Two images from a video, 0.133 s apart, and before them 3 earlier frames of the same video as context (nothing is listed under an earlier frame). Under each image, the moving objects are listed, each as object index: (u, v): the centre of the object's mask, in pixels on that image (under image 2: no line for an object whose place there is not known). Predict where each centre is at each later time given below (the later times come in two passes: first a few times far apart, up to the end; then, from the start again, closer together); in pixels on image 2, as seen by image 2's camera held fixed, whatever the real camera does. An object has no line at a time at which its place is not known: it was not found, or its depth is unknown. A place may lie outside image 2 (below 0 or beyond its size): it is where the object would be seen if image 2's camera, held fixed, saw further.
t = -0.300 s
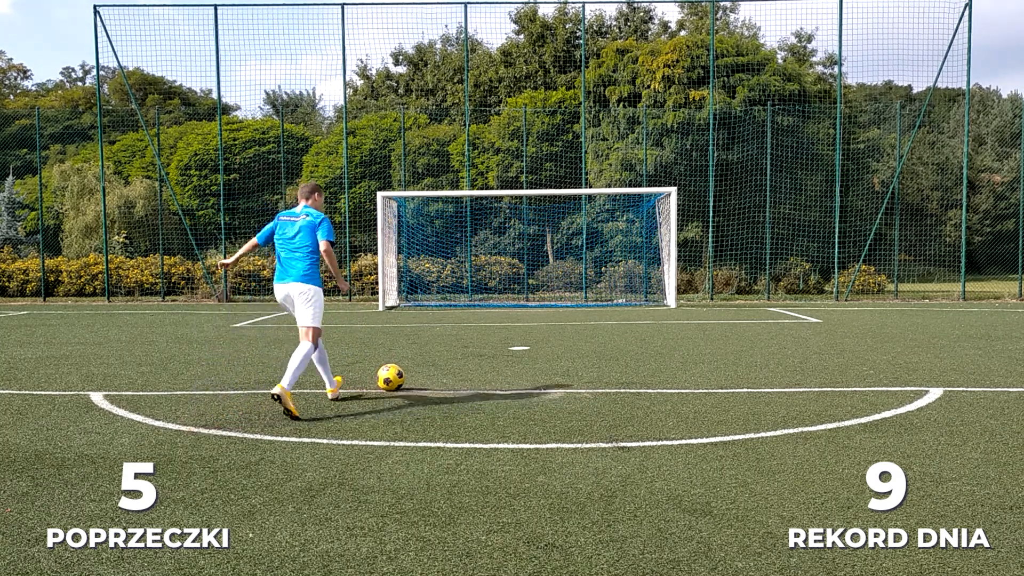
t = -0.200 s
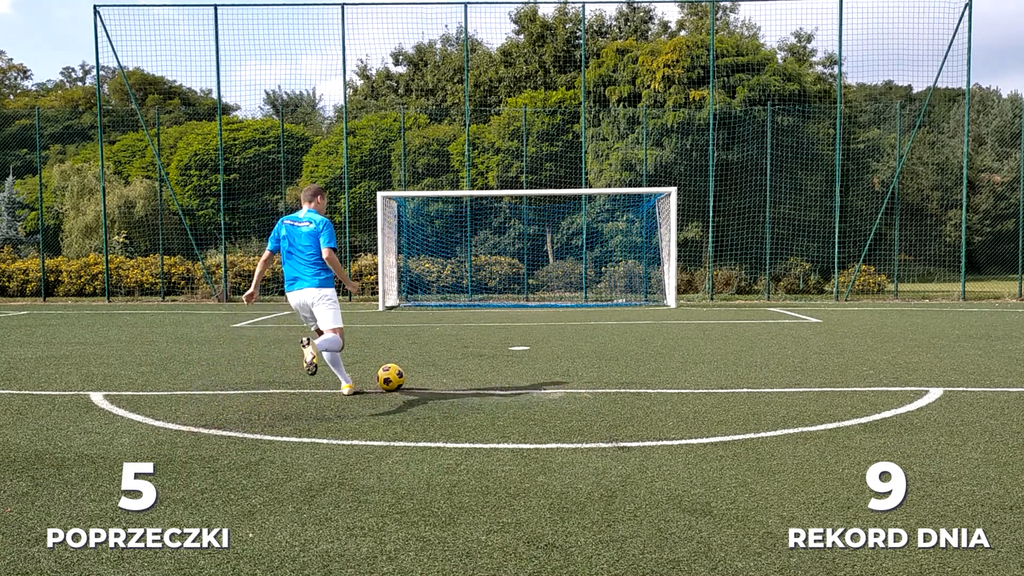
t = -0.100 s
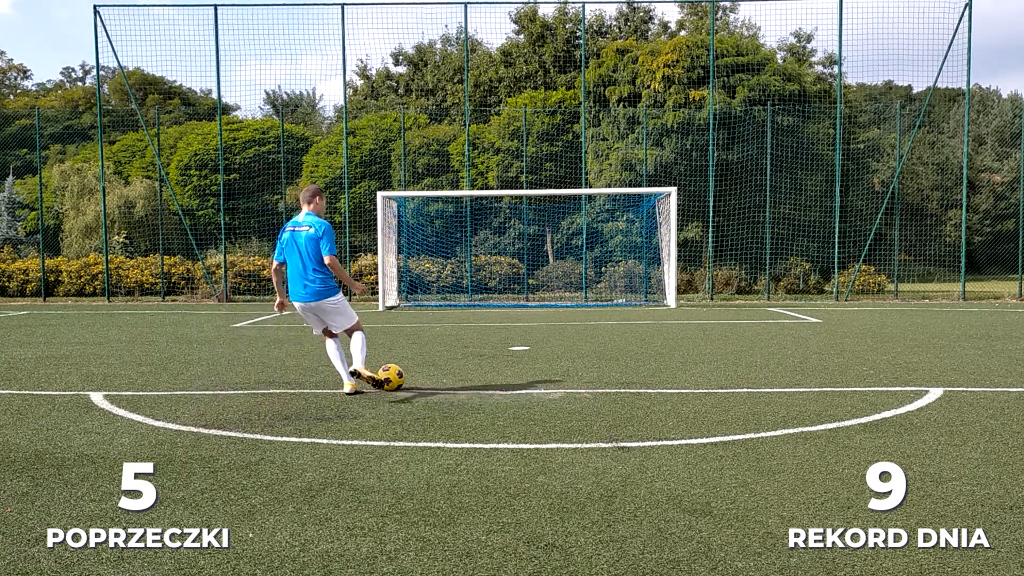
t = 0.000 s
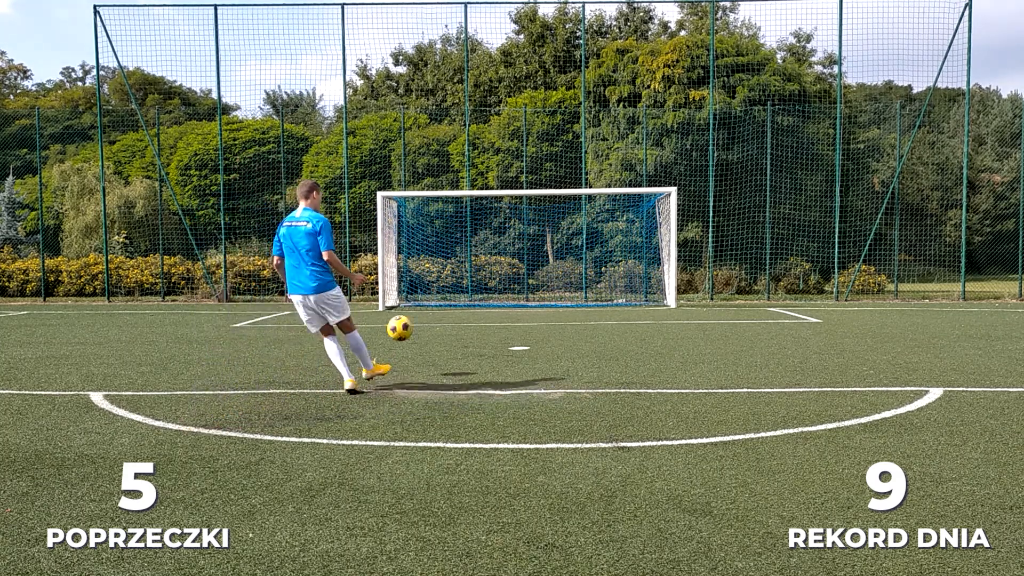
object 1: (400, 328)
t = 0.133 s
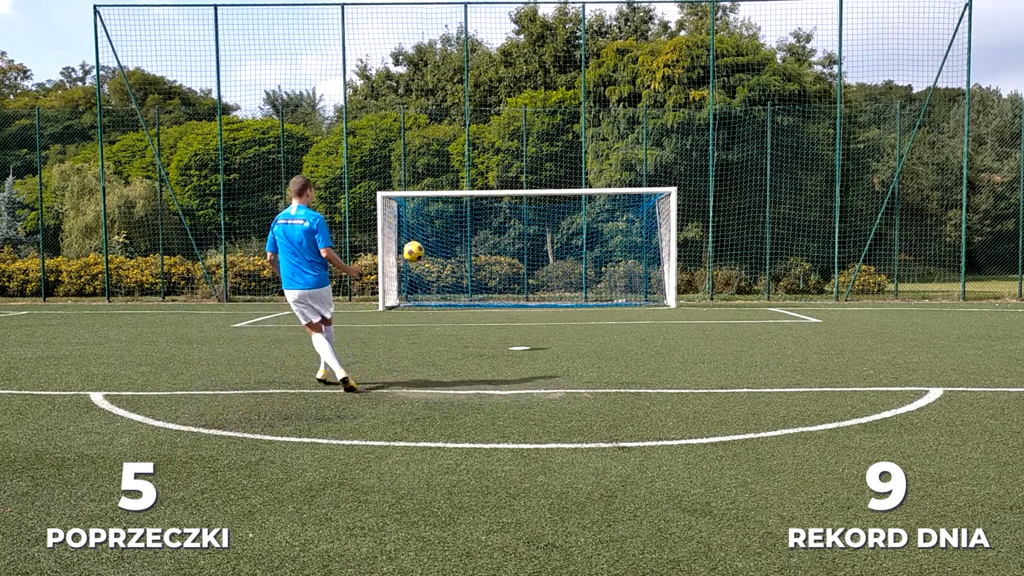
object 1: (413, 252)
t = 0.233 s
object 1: (419, 218)
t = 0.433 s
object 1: (428, 187)
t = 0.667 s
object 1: (433, 185)
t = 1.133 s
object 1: (427, 65)
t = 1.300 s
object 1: (425, 48)
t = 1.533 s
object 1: (422, 50)
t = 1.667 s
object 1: (421, 66)
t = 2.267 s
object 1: (417, 238)
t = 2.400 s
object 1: (418, 292)
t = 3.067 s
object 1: (459, 286)
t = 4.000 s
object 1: (428, 298)
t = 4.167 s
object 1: (425, 298)
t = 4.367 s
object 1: (421, 297)
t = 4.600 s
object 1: (416, 298)
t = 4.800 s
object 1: (413, 298)
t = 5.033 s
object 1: (410, 298)
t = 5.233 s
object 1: (407, 298)
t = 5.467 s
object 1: (405, 298)
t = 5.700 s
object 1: (404, 298)
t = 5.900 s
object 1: (403, 299)
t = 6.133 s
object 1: (403, 298)
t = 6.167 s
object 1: (403, 299)
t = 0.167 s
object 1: (416, 239)
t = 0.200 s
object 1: (418, 228)
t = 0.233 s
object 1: (419, 218)
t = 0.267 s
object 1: (421, 210)
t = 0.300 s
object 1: (423, 204)
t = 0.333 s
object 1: (424, 198)
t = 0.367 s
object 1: (425, 193)
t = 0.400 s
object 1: (427, 190)
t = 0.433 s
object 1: (428, 187)
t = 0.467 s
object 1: (428, 185)
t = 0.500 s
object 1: (429, 184)
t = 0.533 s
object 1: (431, 183)
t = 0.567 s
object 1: (431, 183)
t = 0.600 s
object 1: (432, 184)
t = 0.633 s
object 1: (432, 184)
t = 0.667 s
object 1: (433, 185)
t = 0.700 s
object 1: (434, 187)
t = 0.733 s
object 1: (433, 174)
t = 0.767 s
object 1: (433, 161)
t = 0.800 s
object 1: (432, 148)
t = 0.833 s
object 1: (431, 138)
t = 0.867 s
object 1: (430, 126)
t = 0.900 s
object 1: (430, 116)
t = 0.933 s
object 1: (430, 107)
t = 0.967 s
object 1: (429, 98)
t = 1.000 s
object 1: (429, 90)
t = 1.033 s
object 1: (428, 83)
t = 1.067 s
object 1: (428, 76)
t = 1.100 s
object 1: (428, 70)
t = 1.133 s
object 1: (427, 65)
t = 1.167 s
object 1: (427, 61)
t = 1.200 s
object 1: (426, 56)
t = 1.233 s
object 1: (425, 53)
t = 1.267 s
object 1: (425, 50)
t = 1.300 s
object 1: (425, 48)
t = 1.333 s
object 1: (424, 47)
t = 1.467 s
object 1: (422, 47)
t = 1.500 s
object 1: (423, 49)
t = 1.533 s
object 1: (422, 50)
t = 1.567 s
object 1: (422, 54)
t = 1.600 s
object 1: (422, 57)
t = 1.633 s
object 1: (421, 61)
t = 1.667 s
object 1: (421, 66)
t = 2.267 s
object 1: (417, 238)
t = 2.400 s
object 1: (418, 292)
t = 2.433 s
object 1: (418, 302)
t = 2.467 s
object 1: (420, 298)
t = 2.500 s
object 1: (422, 292)
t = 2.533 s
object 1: (425, 287)
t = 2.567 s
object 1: (427, 282)
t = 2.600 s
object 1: (429, 279)
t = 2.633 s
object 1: (431, 276)
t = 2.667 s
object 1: (433, 273)
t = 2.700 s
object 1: (436, 271)
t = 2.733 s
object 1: (438, 270)
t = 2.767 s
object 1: (440, 269)
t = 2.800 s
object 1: (442, 269)
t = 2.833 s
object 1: (445, 269)
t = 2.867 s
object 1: (447, 270)
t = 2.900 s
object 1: (448, 271)
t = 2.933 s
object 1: (451, 273)
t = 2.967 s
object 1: (454, 276)
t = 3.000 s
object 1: (455, 278)
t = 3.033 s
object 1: (457, 282)
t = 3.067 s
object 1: (459, 286)
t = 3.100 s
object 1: (461, 290)
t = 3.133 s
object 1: (463, 295)
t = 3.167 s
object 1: (462, 297)
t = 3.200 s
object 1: (460, 296)
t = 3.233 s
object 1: (458, 295)
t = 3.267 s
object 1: (456, 293)
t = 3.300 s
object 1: (455, 293)
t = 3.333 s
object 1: (453, 293)
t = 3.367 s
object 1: (451, 293)
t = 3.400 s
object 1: (449, 294)
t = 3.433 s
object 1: (448, 296)
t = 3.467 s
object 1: (446, 297)
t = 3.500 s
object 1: (444, 296)
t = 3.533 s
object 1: (442, 296)
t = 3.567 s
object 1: (440, 296)
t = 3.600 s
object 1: (438, 296)
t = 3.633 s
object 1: (437, 297)
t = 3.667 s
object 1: (436, 297)
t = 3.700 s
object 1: (435, 297)
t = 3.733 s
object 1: (435, 297)
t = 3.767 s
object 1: (434, 297)
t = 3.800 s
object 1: (433, 297)
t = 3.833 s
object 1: (432, 297)
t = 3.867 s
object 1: (431, 297)
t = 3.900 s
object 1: (430, 297)
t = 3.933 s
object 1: (430, 297)
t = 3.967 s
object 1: (430, 298)
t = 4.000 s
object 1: (428, 298)
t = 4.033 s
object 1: (427, 298)
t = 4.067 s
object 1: (427, 298)
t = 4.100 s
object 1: (426, 298)
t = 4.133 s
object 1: (425, 298)
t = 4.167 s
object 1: (425, 298)
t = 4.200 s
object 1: (424, 298)
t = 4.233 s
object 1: (423, 298)
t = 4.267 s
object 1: (422, 297)
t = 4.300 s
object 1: (421, 297)
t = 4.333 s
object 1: (421, 297)
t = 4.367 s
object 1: (421, 297)
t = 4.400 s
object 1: (420, 298)
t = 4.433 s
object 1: (419, 297)
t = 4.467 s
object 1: (419, 298)
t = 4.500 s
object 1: (418, 298)
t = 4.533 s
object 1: (417, 297)
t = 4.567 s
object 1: (417, 298)
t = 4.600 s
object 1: (416, 298)
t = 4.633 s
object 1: (415, 298)
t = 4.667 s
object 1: (415, 297)
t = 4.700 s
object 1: (414, 298)
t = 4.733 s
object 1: (414, 298)
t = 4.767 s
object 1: (413, 298)
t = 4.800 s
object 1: (413, 298)
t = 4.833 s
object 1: (412, 298)
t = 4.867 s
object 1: (412, 298)
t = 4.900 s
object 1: (411, 298)
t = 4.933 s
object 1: (411, 298)
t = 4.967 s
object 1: (411, 298)
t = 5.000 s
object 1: (411, 298)
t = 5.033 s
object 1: (410, 298)
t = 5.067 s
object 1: (410, 298)
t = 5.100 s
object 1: (409, 298)
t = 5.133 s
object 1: (409, 298)
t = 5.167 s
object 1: (408, 298)
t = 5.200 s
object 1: (408, 298)
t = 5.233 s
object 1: (407, 298)
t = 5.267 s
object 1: (407, 298)
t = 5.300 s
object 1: (406, 298)
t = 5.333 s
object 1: (406, 298)
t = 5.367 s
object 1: (406, 298)
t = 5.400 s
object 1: (406, 298)
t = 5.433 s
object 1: (405, 298)
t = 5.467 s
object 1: (405, 298)
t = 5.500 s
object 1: (405, 298)
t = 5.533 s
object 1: (405, 298)
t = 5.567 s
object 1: (405, 298)
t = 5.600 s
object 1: (404, 298)
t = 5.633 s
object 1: (404, 298)
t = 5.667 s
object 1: (404, 298)
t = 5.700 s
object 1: (404, 298)
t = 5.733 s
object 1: (404, 299)
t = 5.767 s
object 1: (404, 298)
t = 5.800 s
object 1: (404, 299)
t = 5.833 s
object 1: (403, 299)
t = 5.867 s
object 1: (403, 299)
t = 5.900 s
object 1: (403, 299)
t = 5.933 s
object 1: (403, 298)
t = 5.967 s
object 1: (403, 299)
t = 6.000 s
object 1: (403, 298)
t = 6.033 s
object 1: (403, 298)
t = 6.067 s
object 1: (403, 299)
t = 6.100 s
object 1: (403, 299)
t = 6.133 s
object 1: (403, 298)
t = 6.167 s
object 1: (403, 299)
